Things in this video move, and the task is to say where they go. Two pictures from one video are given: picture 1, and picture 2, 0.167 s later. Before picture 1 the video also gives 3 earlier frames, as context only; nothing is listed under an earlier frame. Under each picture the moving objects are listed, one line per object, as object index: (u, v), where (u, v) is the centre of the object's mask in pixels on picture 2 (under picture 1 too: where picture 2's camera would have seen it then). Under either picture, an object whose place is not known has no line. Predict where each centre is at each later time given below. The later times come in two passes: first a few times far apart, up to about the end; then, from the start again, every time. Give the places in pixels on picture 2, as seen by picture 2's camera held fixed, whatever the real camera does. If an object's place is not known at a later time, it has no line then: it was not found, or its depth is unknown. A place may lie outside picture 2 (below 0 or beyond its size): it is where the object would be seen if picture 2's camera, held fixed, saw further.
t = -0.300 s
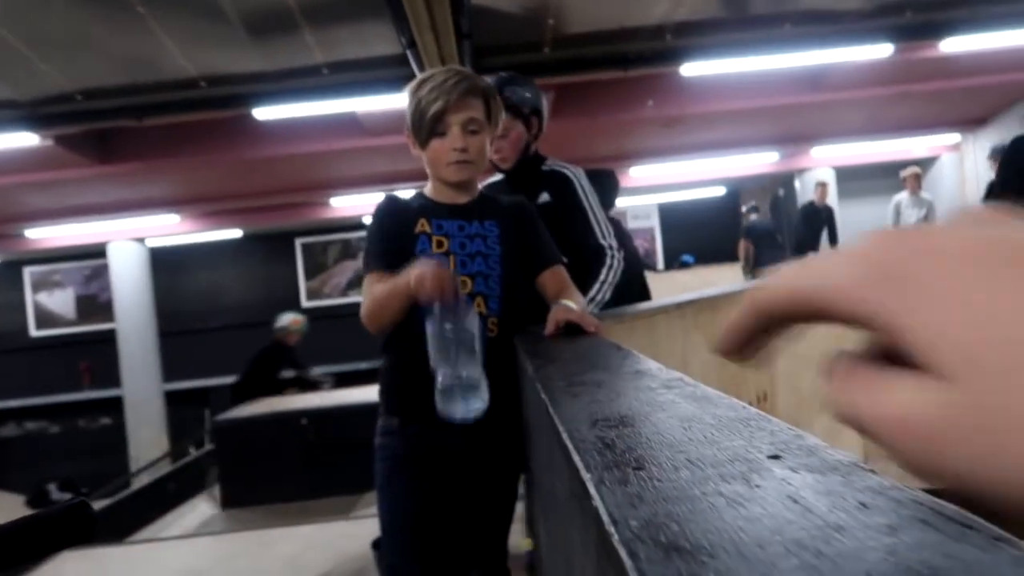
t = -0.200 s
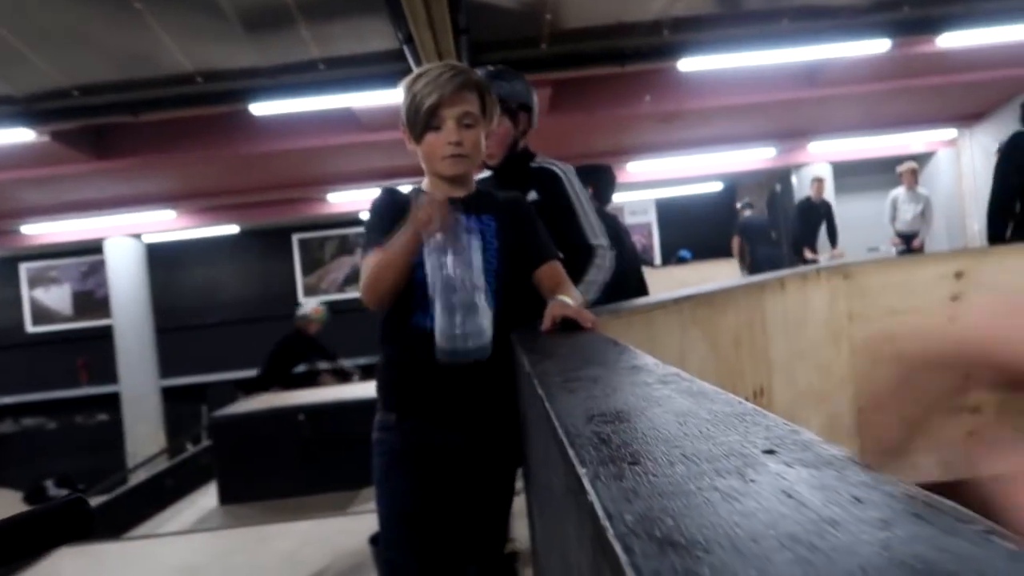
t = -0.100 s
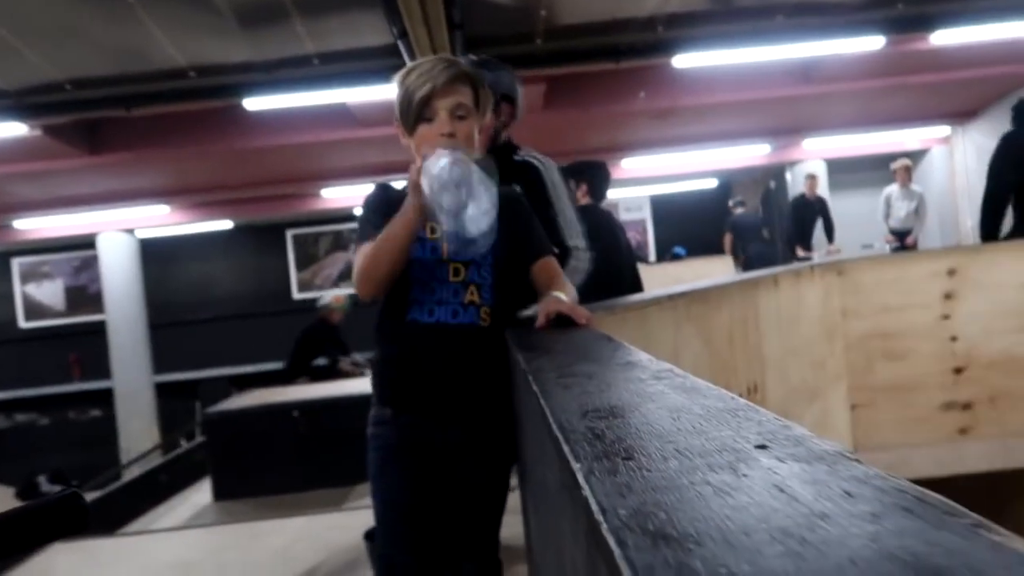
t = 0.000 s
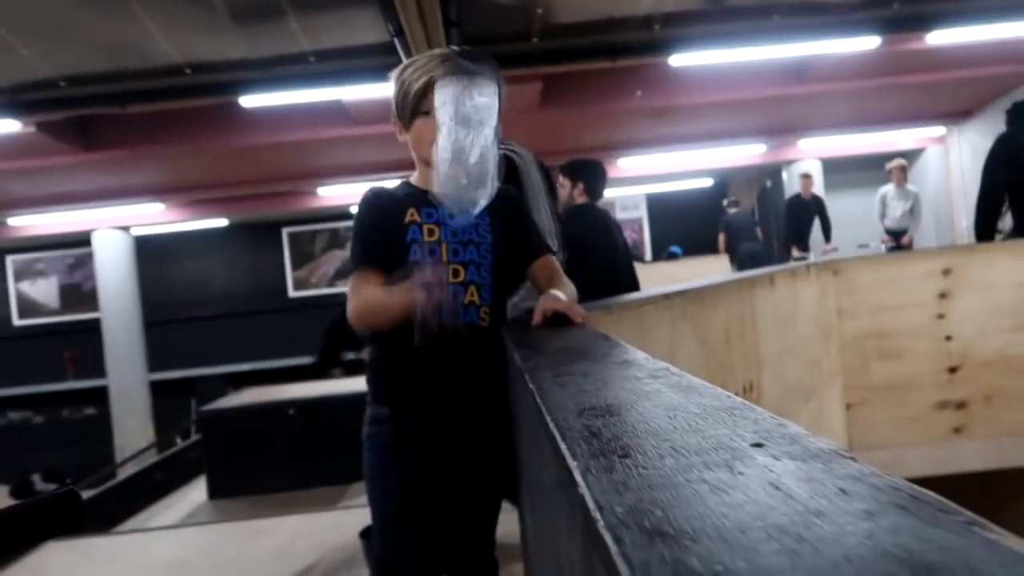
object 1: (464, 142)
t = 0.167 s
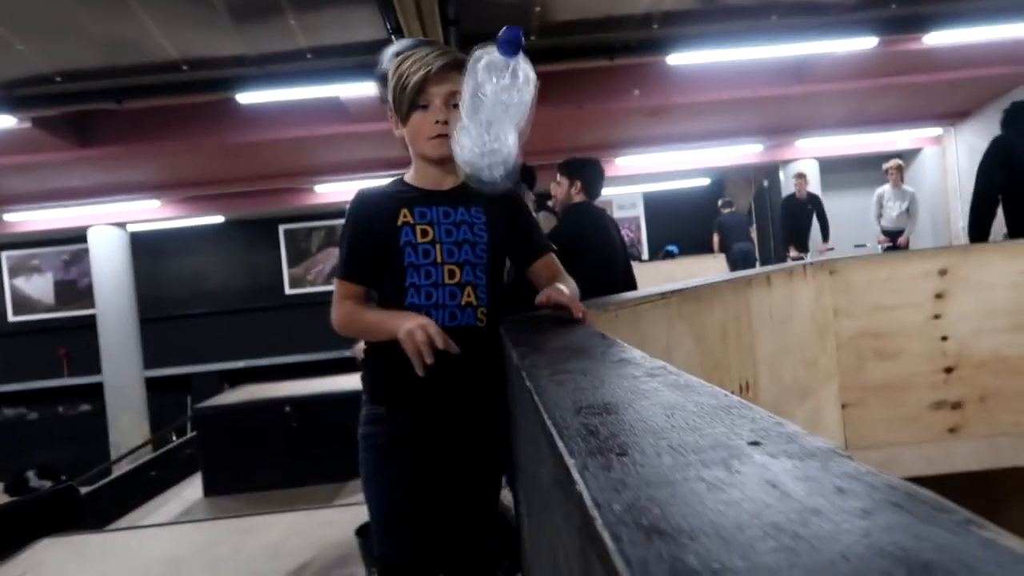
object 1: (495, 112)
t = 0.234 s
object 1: (508, 171)
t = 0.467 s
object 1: (522, 266)
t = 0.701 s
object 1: (521, 266)
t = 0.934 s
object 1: (521, 267)
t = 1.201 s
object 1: (521, 267)
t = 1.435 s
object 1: (521, 266)
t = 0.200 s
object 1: (501, 130)
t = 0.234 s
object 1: (508, 171)
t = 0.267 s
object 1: (515, 214)
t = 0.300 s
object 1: (523, 262)
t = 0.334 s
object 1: (522, 266)
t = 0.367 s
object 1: (520, 266)
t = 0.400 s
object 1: (520, 266)
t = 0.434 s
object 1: (521, 267)
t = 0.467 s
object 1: (522, 266)
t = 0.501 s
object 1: (521, 267)
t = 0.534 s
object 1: (521, 267)
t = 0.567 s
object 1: (522, 266)
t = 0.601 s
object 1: (521, 267)
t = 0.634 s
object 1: (521, 267)
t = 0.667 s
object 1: (521, 266)
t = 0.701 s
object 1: (521, 266)
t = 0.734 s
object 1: (521, 267)
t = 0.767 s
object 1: (521, 267)
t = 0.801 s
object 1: (521, 267)
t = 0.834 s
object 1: (521, 267)
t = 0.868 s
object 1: (521, 267)
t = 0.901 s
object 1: (521, 267)
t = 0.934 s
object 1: (521, 267)
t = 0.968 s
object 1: (521, 267)
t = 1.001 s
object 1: (521, 266)
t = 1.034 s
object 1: (521, 267)
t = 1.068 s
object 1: (521, 266)
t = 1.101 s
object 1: (521, 266)
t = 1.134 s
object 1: (521, 267)
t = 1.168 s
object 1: (521, 266)
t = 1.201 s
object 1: (521, 267)
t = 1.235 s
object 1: (521, 267)
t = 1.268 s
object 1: (521, 267)
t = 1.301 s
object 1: (521, 266)
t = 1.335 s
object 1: (521, 266)
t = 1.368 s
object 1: (521, 266)
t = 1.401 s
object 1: (521, 266)
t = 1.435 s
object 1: (521, 266)
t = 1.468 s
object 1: (521, 266)
